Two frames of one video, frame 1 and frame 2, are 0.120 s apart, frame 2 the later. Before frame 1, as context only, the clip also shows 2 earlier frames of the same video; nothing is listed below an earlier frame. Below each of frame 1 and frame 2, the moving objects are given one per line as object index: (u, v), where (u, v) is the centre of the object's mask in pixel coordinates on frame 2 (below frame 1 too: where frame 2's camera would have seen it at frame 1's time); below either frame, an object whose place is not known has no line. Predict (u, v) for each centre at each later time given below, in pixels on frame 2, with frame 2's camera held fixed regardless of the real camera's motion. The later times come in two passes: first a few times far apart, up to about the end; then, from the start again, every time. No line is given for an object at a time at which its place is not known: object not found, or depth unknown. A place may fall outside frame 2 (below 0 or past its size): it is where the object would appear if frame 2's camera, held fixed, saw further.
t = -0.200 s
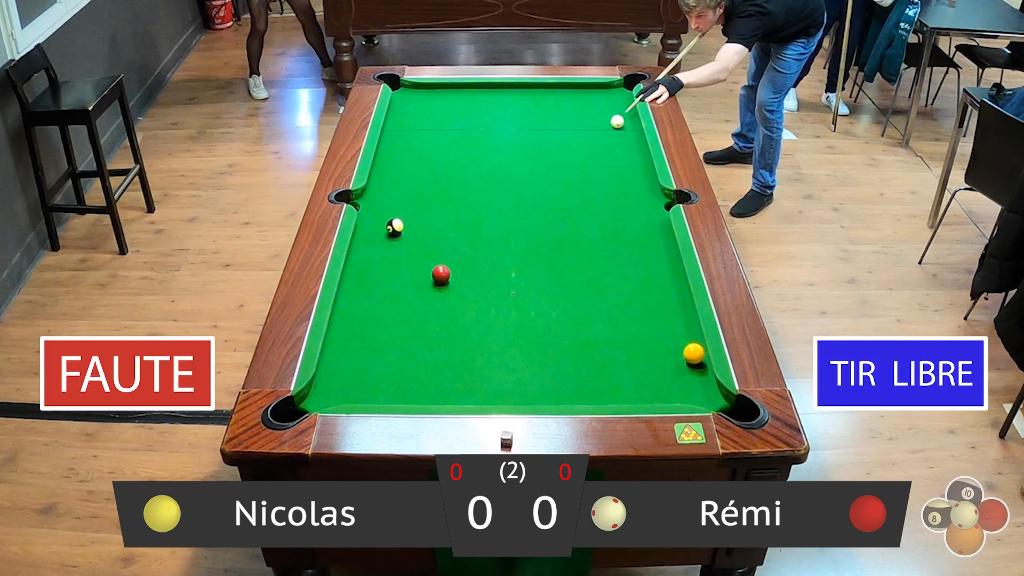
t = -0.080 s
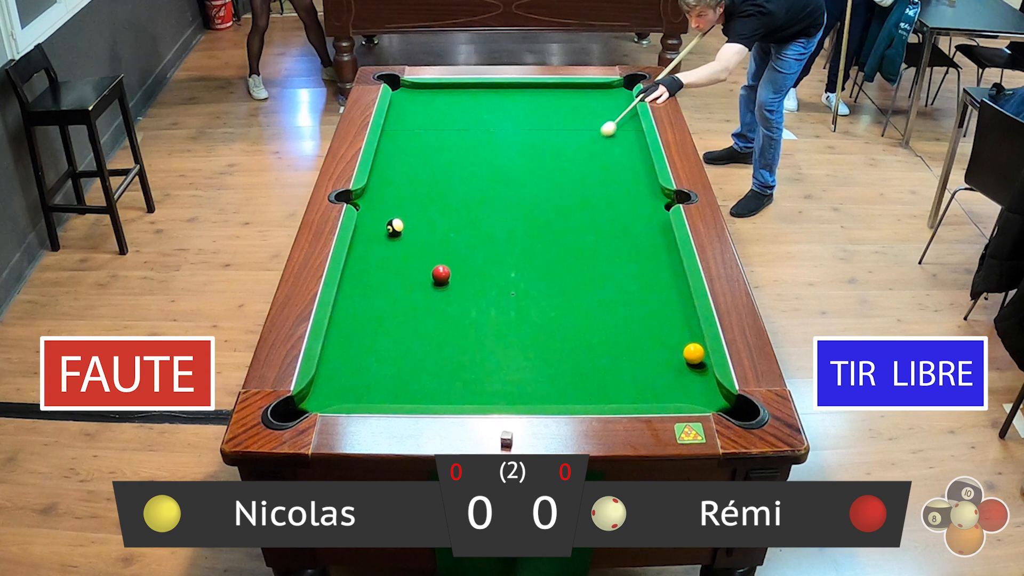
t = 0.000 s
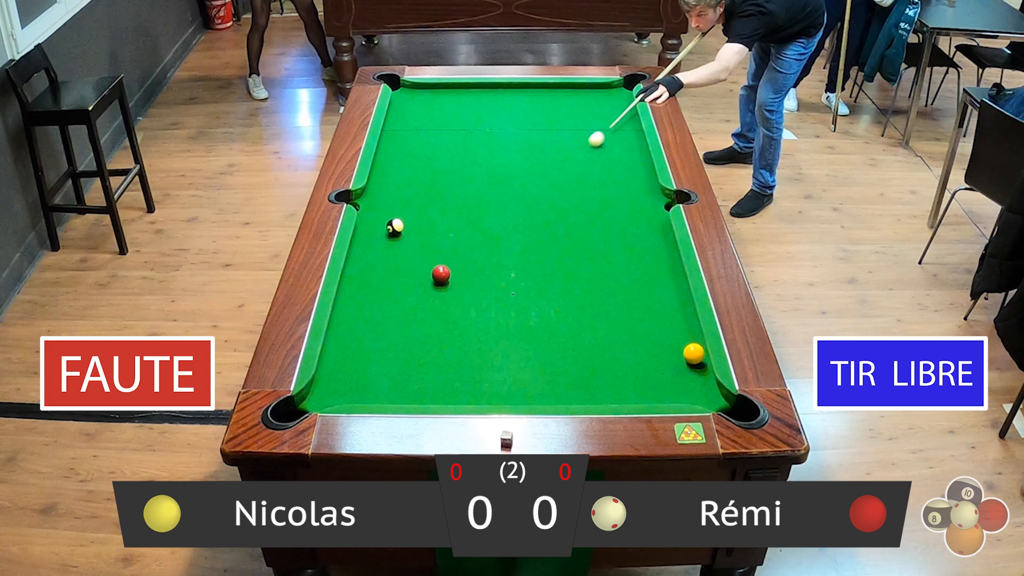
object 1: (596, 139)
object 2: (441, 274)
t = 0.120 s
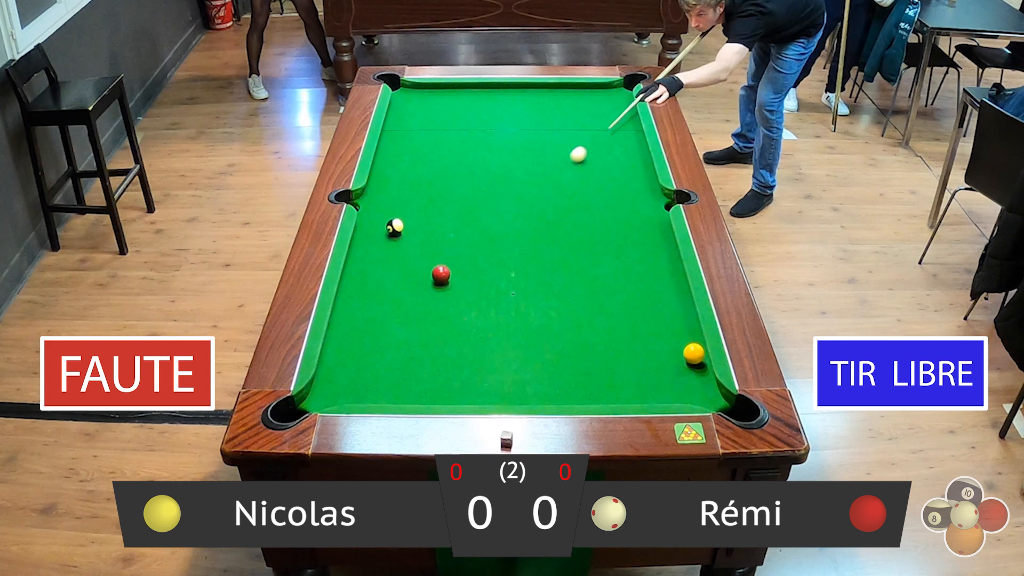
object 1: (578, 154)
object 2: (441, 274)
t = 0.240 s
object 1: (559, 171)
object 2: (441, 274)
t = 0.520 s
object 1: (509, 213)
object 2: (441, 274)
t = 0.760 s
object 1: (461, 254)
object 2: (441, 274)
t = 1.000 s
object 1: (433, 267)
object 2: (422, 299)
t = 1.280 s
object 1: (410, 273)
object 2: (394, 335)
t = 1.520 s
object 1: (392, 277)
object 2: (369, 367)
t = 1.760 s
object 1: (376, 281)
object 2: (344, 397)
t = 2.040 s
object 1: (361, 284)
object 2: (324, 381)
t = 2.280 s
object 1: (350, 286)
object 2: (346, 373)
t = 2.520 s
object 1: (349, 287)
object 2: (366, 365)
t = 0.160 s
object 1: (572, 160)
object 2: (441, 274)
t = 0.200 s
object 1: (566, 165)
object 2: (441, 274)
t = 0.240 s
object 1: (559, 171)
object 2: (441, 274)
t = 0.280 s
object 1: (552, 176)
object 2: (441, 274)
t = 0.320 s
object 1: (546, 182)
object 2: (441, 274)
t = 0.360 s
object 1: (539, 188)
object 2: (441, 274)
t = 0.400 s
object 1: (531, 194)
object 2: (441, 274)
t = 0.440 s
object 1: (524, 200)
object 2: (441, 274)
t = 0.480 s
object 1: (517, 207)
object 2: (441, 274)
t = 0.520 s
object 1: (509, 213)
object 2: (441, 274)
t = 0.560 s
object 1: (502, 219)
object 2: (441, 274)
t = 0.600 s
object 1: (494, 226)
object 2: (441, 274)
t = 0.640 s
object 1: (486, 233)
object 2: (441, 274)
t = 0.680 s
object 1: (478, 240)
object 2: (441, 274)
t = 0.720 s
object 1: (470, 247)
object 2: (441, 274)
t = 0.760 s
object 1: (461, 254)
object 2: (441, 274)
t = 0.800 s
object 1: (454, 260)
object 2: (441, 274)
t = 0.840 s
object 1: (447, 264)
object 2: (439, 276)
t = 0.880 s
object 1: (444, 265)
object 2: (434, 283)
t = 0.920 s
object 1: (440, 265)
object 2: (430, 289)
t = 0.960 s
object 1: (437, 266)
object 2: (426, 294)
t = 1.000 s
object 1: (433, 267)
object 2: (422, 299)
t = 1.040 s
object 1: (430, 268)
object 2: (418, 304)
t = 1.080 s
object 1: (426, 269)
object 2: (414, 309)
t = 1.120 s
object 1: (423, 270)
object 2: (410, 314)
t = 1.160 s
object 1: (420, 270)
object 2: (406, 319)
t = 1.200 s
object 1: (416, 271)
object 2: (402, 325)
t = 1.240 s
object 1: (413, 272)
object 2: (398, 330)
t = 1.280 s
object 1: (410, 273)
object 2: (394, 335)
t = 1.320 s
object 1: (407, 274)
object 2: (390, 341)
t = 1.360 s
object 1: (404, 274)
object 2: (386, 346)
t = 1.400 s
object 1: (401, 275)
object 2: (382, 351)
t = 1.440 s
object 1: (398, 276)
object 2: (378, 357)
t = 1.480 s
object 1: (395, 276)
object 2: (373, 362)
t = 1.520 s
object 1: (392, 277)
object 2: (369, 367)
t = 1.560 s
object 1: (389, 278)
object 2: (365, 373)
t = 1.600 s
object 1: (387, 279)
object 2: (361, 378)
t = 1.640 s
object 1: (384, 279)
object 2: (357, 384)
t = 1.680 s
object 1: (381, 280)
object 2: (352, 389)
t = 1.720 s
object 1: (379, 280)
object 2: (348, 394)
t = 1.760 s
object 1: (376, 281)
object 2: (344, 397)
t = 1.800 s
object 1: (374, 281)
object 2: (340, 395)
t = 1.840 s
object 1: (372, 282)
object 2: (336, 394)
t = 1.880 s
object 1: (369, 282)
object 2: (333, 391)
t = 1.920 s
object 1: (367, 283)
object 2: (329, 388)
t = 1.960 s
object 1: (365, 283)
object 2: (326, 386)
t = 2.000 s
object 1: (363, 284)
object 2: (323, 383)
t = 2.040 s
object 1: (361, 284)
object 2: (324, 381)
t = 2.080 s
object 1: (359, 285)
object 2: (328, 379)
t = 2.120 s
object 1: (357, 285)
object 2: (332, 378)
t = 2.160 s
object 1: (355, 285)
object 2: (336, 377)
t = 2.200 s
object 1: (353, 286)
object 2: (339, 375)
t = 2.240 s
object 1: (352, 286)
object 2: (343, 374)
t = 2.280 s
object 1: (350, 286)
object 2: (346, 373)
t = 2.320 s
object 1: (348, 287)
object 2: (350, 371)
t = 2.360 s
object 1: (347, 287)
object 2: (353, 370)
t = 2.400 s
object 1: (347, 287)
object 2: (356, 369)
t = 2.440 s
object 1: (348, 287)
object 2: (360, 367)
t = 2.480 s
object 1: (349, 287)
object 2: (363, 366)
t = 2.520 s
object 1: (349, 287)
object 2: (366, 365)
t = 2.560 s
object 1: (350, 287)
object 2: (369, 364)
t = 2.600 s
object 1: (351, 288)
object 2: (372, 362)
